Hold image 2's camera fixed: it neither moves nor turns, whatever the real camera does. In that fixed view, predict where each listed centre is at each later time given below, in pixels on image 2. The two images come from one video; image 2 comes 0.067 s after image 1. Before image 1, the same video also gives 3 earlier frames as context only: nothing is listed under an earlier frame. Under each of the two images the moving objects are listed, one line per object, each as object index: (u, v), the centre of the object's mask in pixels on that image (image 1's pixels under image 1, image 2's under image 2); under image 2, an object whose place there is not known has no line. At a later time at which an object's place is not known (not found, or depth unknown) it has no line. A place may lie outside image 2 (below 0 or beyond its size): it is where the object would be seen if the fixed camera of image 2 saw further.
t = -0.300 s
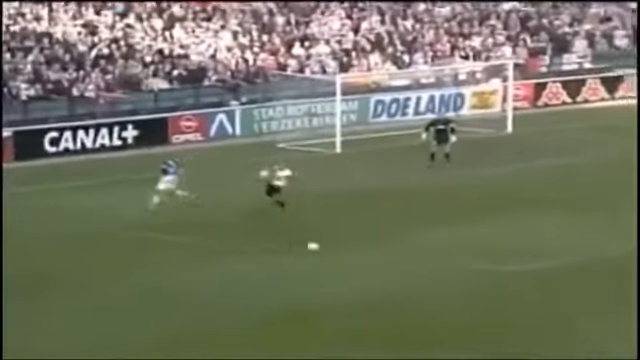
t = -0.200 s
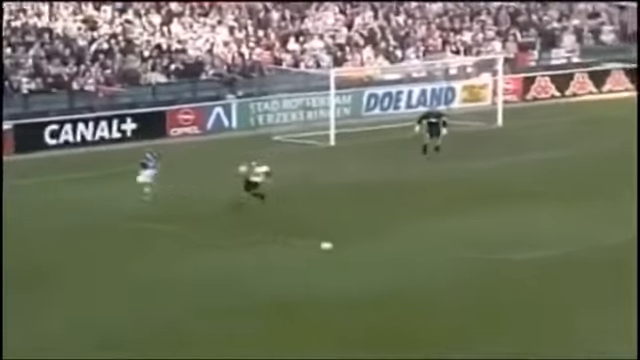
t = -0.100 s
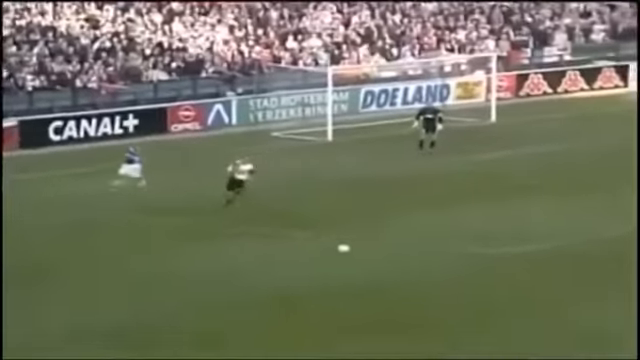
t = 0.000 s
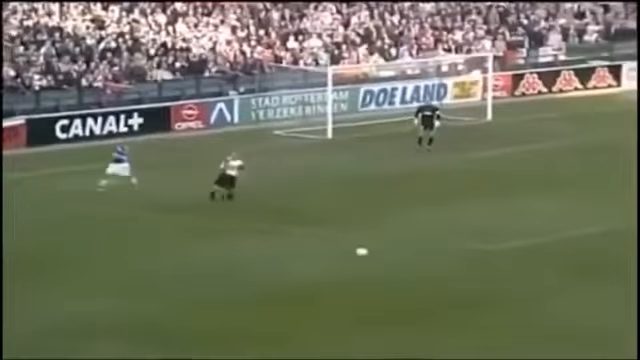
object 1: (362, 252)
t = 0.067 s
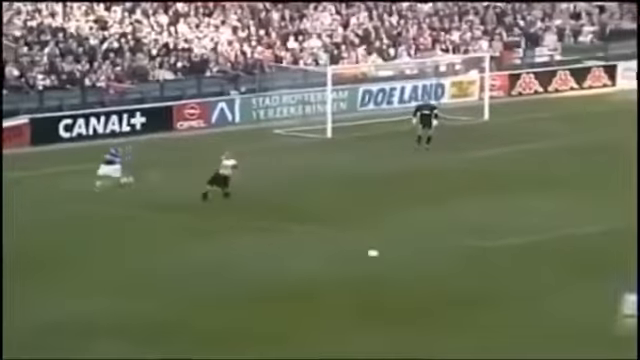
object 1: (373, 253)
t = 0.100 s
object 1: (378, 259)
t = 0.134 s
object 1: (384, 261)
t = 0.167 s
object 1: (388, 262)
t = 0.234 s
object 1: (400, 267)
